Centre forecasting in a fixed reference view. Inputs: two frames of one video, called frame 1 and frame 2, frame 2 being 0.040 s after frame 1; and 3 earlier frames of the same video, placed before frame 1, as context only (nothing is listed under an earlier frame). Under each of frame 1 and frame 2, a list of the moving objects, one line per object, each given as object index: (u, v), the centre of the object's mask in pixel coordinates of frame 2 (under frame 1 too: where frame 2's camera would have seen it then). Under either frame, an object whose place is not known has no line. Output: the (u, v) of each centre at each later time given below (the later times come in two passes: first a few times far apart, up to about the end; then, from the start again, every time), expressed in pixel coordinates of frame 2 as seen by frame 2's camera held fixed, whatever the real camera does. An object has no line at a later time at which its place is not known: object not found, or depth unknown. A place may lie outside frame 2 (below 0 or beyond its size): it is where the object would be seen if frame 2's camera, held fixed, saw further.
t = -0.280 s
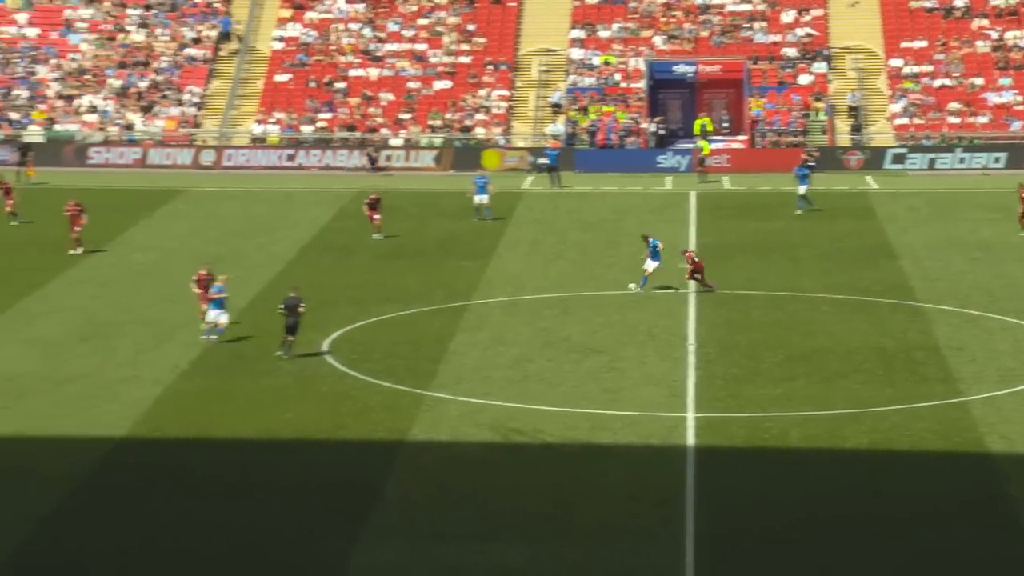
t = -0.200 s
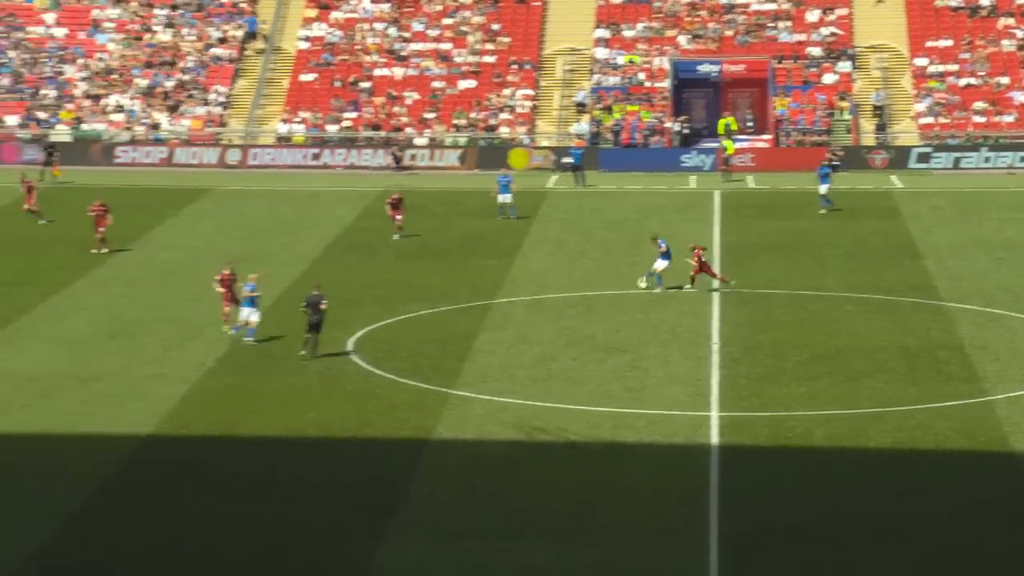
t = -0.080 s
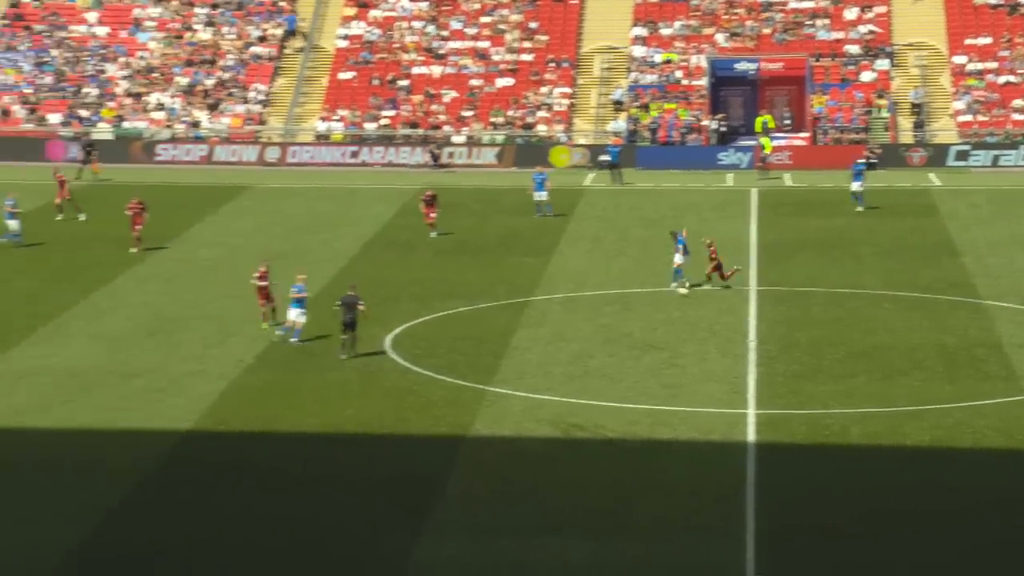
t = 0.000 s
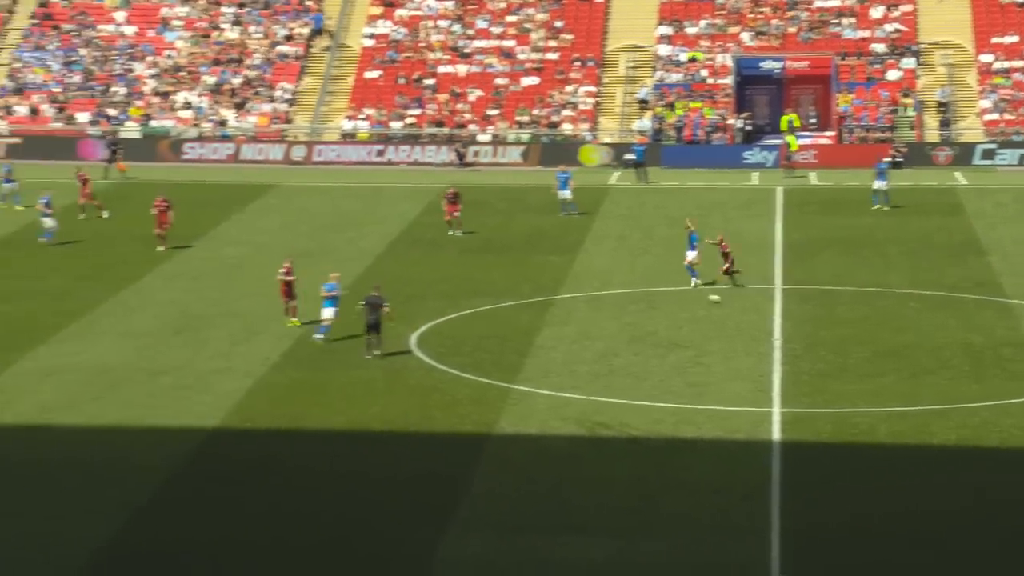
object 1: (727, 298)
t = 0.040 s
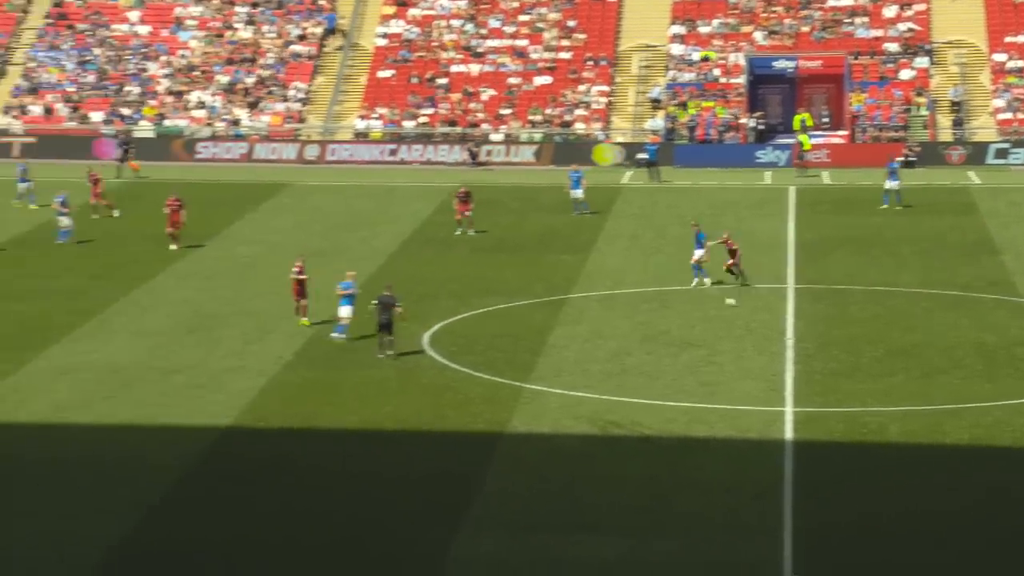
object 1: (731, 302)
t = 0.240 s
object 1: (747, 317)
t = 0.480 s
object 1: (767, 337)
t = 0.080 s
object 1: (735, 304)
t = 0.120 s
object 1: (737, 307)
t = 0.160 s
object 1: (742, 310)
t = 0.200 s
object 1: (745, 314)
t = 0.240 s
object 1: (747, 317)
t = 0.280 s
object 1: (751, 321)
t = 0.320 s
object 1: (754, 323)
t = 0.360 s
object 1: (758, 326)
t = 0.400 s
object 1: (761, 330)
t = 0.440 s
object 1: (764, 334)
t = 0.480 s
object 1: (767, 337)
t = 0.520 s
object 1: (770, 340)
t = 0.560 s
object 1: (773, 343)
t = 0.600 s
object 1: (776, 347)
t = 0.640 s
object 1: (778, 349)
